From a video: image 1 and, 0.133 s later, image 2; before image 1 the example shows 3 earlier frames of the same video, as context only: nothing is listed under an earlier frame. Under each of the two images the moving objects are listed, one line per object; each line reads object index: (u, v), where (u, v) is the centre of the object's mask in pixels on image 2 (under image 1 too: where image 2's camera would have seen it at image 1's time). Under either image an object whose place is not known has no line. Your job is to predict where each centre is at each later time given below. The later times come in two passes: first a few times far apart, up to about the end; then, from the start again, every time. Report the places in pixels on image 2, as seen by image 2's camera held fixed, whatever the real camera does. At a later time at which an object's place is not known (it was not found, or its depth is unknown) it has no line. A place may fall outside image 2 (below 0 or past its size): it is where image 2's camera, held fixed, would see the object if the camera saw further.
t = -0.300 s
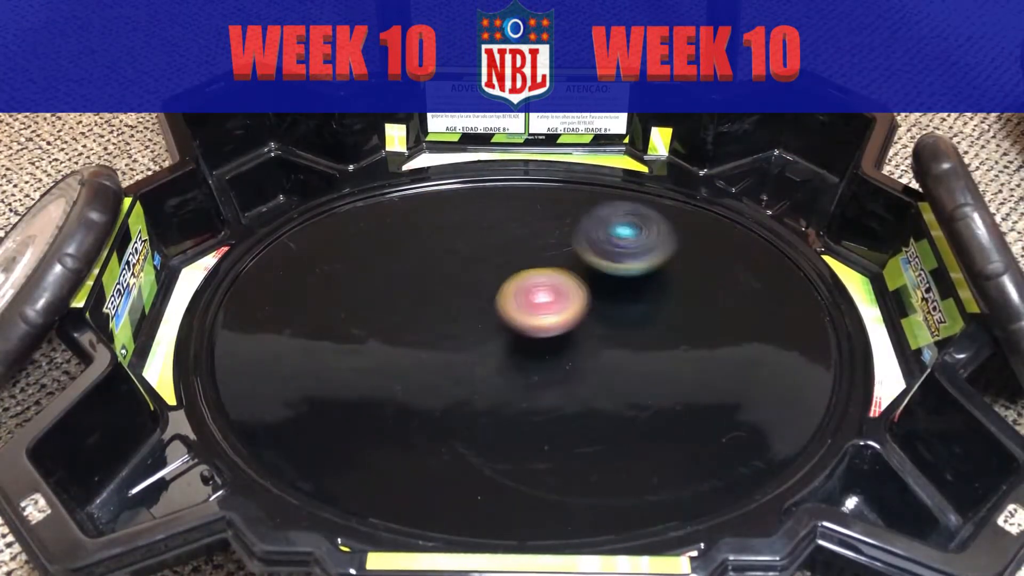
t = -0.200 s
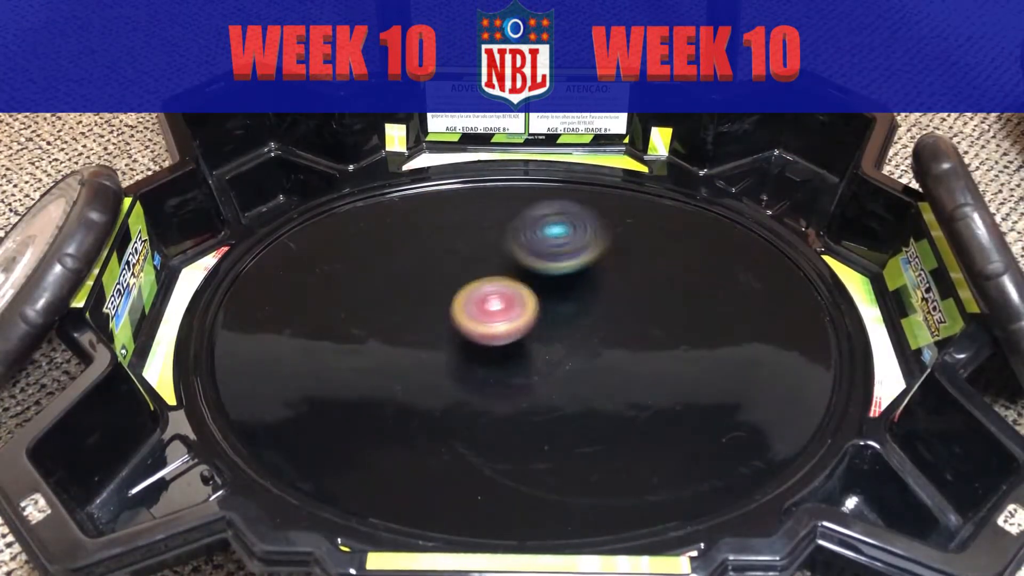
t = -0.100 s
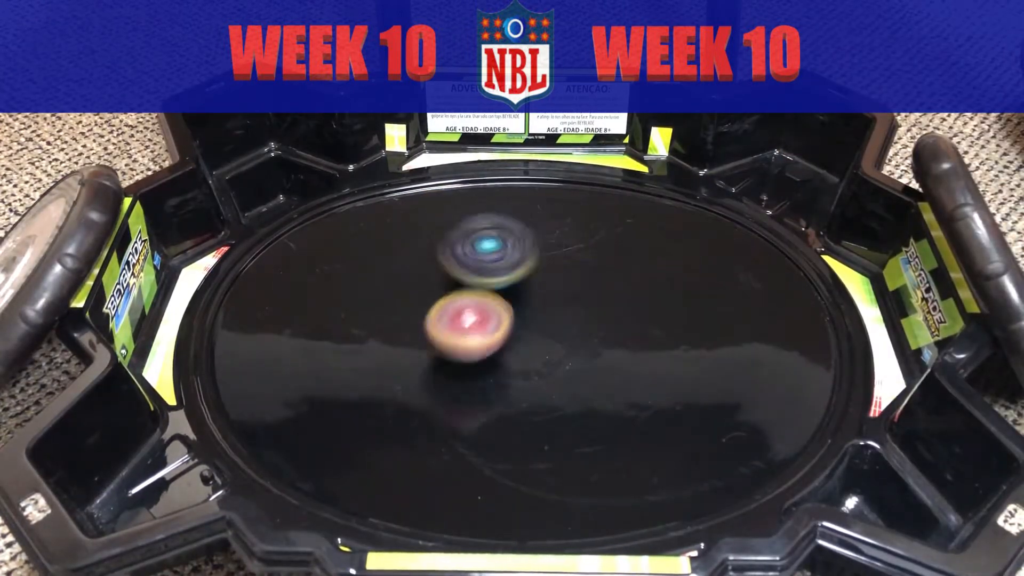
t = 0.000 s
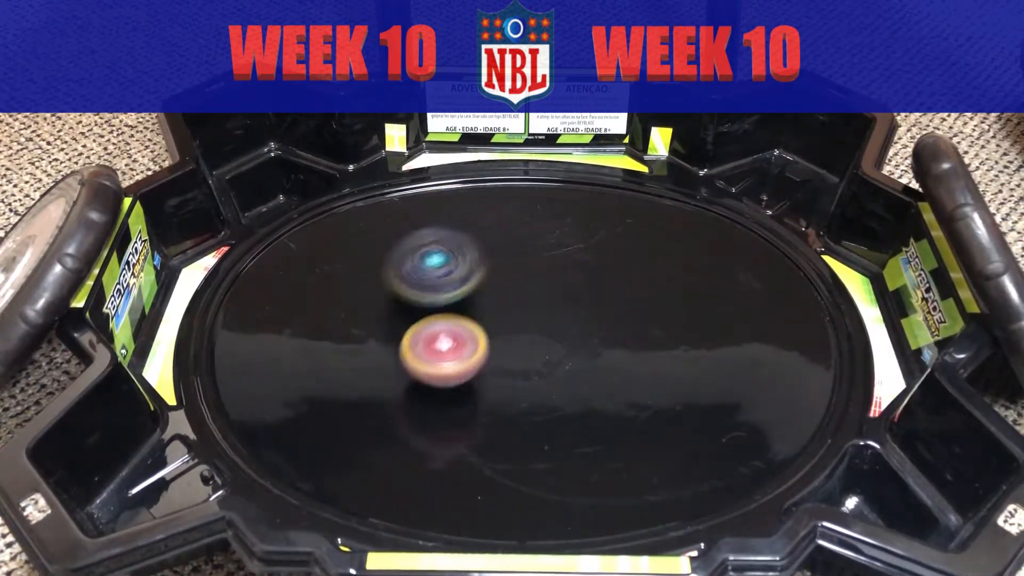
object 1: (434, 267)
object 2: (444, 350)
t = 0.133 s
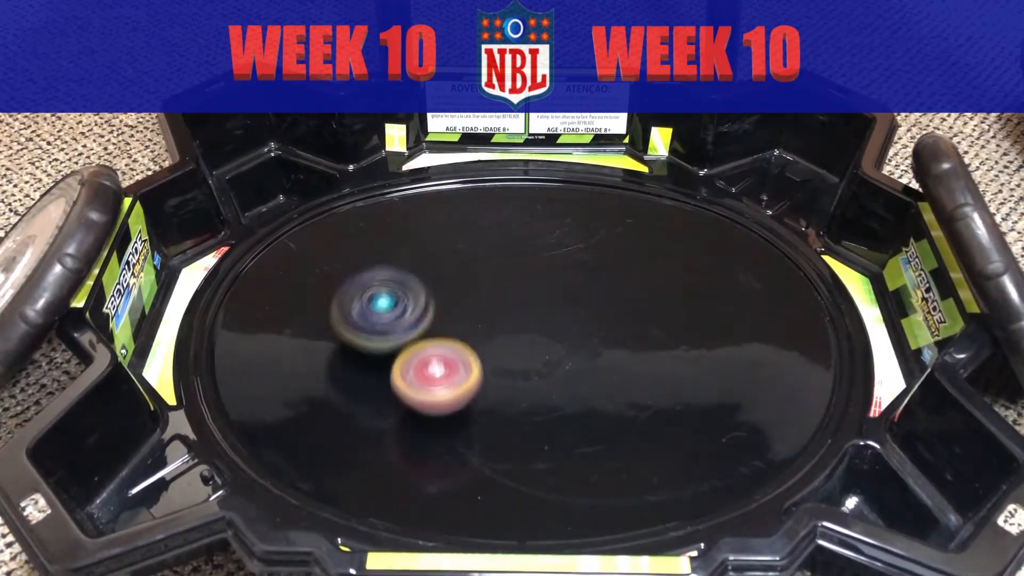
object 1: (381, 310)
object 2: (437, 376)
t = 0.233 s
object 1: (376, 343)
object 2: (452, 402)
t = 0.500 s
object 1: (491, 344)
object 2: (558, 434)
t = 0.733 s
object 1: (513, 261)
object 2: (615, 391)
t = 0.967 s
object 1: (433, 234)
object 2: (606, 336)
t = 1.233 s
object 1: (419, 334)
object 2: (532, 292)
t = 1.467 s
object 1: (569, 369)
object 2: (468, 283)
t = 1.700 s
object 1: (684, 319)
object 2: (430, 293)
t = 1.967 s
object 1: (642, 239)
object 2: (429, 319)
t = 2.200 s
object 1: (510, 275)
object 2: (469, 340)
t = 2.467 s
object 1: (508, 334)
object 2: (475, 413)
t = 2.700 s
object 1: (596, 344)
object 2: (530, 430)
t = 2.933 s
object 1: (610, 285)
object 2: (576, 409)
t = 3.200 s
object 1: (499, 303)
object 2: (571, 352)
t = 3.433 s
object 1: (452, 364)
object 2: (555, 321)
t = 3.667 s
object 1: (536, 389)
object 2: (530, 293)
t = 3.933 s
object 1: (575, 310)
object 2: (493, 274)
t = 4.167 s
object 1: (521, 290)
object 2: (441, 252)
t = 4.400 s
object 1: (531, 335)
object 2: (406, 257)
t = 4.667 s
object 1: (605, 342)
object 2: (411, 292)
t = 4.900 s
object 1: (570, 302)
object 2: (461, 333)
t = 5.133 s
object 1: (561, 289)
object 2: (446, 374)
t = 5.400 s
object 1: (546, 315)
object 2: (489, 406)
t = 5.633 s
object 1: (594, 342)
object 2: (526, 406)
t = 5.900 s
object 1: (591, 299)
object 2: (552, 374)
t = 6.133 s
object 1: (523, 279)
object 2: (536, 351)
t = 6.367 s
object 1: (453, 271)
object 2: (514, 350)
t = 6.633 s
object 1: (421, 310)
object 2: (518, 357)
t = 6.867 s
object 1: (470, 328)
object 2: (555, 367)
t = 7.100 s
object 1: (505, 294)
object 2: (590, 371)
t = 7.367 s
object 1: (509, 290)
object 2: (606, 360)
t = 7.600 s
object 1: (516, 288)
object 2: (630, 382)
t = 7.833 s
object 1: (476, 281)
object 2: (643, 396)
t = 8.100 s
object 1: (488, 330)
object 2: (612, 377)
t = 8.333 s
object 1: (497, 349)
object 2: (609, 347)
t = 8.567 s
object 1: (511, 344)
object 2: (606, 311)
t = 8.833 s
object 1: (490, 319)
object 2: (598, 284)
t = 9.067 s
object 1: (466, 320)
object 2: (580, 285)
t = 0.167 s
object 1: (377, 322)
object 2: (439, 384)
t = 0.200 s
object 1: (376, 334)
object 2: (443, 392)
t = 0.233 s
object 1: (376, 343)
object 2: (452, 402)
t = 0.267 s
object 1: (381, 352)
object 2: (462, 411)
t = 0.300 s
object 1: (391, 361)
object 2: (472, 417)
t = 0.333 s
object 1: (405, 368)
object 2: (484, 421)
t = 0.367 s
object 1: (421, 370)
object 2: (500, 427)
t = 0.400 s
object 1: (440, 368)
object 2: (516, 432)
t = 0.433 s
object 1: (459, 363)
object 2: (531, 435)
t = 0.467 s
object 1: (476, 354)
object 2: (545, 435)
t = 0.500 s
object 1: (491, 344)
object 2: (558, 434)
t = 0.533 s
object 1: (502, 332)
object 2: (570, 430)
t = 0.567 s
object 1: (511, 319)
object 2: (581, 425)
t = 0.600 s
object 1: (516, 306)
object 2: (591, 419)
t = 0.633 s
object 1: (519, 293)
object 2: (599, 412)
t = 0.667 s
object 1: (519, 281)
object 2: (605, 405)
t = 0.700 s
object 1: (517, 270)
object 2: (611, 398)
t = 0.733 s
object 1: (513, 261)
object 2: (615, 391)
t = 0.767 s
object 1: (506, 253)
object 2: (618, 383)
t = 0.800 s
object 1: (498, 246)
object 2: (619, 375)
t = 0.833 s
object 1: (488, 240)
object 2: (618, 368)
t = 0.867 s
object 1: (475, 235)
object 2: (617, 360)
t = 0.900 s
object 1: (462, 233)
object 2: (615, 352)
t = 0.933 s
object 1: (448, 232)
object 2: (611, 343)
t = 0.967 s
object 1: (433, 234)
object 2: (606, 336)
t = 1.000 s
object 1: (419, 240)
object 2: (599, 328)
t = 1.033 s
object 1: (406, 248)
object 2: (592, 321)
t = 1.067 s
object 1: (395, 260)
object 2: (583, 314)
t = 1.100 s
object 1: (390, 274)
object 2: (573, 309)
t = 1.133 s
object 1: (390, 290)
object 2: (563, 304)
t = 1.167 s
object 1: (395, 306)
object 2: (553, 299)
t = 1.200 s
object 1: (405, 321)
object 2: (542, 295)
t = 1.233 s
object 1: (419, 334)
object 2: (532, 292)
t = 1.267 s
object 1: (438, 346)
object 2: (522, 289)
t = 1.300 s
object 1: (457, 355)
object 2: (512, 287)
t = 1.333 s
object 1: (478, 362)
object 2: (502, 285)
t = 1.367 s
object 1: (501, 367)
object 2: (493, 284)
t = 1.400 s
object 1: (524, 369)
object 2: (484, 283)
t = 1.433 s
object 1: (545, 370)
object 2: (476, 283)
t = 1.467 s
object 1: (569, 369)
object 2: (468, 283)
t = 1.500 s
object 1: (591, 366)
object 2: (461, 283)
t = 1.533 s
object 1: (610, 362)
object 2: (454, 284)
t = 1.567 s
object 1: (630, 356)
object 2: (448, 286)
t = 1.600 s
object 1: (646, 349)
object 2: (443, 287)
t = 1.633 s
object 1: (661, 340)
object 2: (437, 289)
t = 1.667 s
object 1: (674, 330)
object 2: (433, 291)
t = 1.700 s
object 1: (684, 319)
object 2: (430, 293)
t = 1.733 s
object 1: (692, 307)
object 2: (427, 296)
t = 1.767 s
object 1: (696, 296)
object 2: (425, 299)
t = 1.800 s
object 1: (697, 283)
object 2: (424, 302)
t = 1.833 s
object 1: (694, 271)
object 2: (423, 305)
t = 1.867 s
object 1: (686, 260)
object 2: (424, 309)
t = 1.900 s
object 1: (675, 251)
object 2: (424, 312)
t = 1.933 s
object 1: (660, 243)
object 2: (426, 316)
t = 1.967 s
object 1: (642, 239)
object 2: (429, 319)
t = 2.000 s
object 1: (623, 237)
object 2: (433, 323)
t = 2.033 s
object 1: (602, 239)
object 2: (437, 326)
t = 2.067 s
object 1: (581, 242)
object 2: (443, 329)
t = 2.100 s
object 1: (561, 248)
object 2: (449, 333)
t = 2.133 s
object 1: (543, 256)
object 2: (456, 335)
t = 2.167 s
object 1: (524, 266)
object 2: (463, 338)
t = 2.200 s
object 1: (510, 275)
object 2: (469, 340)
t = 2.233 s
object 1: (505, 279)
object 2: (461, 354)
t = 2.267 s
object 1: (502, 284)
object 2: (454, 367)
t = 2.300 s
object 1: (498, 292)
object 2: (452, 377)
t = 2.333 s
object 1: (493, 302)
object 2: (454, 384)
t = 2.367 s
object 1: (491, 313)
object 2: (460, 390)
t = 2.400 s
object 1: (493, 323)
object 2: (466, 397)
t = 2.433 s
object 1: (499, 330)
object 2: (471, 404)
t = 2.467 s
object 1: (508, 334)
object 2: (475, 413)
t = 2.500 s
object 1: (519, 337)
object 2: (481, 419)
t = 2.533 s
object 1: (531, 341)
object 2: (489, 422)
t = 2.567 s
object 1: (542, 345)
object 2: (497, 425)
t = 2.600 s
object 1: (553, 348)
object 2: (506, 427)
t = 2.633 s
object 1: (568, 349)
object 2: (514, 429)
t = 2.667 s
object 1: (583, 347)
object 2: (523, 430)
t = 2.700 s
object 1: (596, 344)
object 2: (530, 430)
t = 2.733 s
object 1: (608, 338)
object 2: (538, 429)
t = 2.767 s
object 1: (618, 330)
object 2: (546, 427)
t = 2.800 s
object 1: (626, 321)
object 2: (554, 425)
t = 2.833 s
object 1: (628, 311)
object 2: (560, 422)
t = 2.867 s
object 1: (627, 302)
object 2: (566, 418)
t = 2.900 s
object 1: (620, 293)
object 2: (572, 414)
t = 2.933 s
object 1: (610, 285)
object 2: (576, 409)
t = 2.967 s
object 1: (598, 281)
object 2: (579, 403)
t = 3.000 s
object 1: (583, 278)
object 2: (582, 397)
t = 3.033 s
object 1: (567, 278)
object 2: (583, 390)
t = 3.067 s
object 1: (552, 280)
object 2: (582, 383)
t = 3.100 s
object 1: (537, 284)
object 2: (580, 375)
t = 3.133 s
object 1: (523, 289)
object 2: (578, 367)
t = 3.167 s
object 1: (511, 296)
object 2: (575, 359)
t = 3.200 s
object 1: (499, 303)
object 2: (571, 352)
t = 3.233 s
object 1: (485, 309)
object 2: (571, 348)
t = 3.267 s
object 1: (472, 316)
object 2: (570, 343)
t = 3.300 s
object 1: (462, 324)
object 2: (568, 337)
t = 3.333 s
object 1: (455, 333)
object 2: (565, 333)
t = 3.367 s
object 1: (451, 343)
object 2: (561, 328)
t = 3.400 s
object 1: (449, 353)
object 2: (557, 325)
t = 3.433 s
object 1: (452, 364)
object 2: (555, 321)
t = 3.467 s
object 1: (457, 374)
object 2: (552, 317)
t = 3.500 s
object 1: (466, 382)
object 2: (550, 312)
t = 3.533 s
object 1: (477, 389)
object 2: (547, 308)
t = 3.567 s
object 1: (491, 392)
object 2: (544, 304)
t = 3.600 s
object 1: (505, 394)
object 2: (540, 300)
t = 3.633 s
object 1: (521, 393)
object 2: (535, 296)
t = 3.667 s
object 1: (536, 389)
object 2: (530, 293)
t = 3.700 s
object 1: (550, 383)
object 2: (525, 289)
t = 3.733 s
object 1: (562, 376)
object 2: (520, 286)
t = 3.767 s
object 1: (571, 366)
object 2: (515, 283)
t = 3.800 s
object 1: (578, 355)
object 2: (511, 281)
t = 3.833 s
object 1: (581, 344)
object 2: (506, 279)
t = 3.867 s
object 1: (582, 332)
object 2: (502, 277)
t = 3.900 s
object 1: (580, 321)
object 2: (498, 275)
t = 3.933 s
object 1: (575, 310)
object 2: (493, 274)
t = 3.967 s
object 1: (568, 302)
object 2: (486, 271)
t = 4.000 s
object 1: (563, 298)
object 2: (477, 265)
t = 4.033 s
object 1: (556, 293)
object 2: (470, 262)
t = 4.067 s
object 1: (547, 288)
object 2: (464, 260)
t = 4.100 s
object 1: (539, 287)
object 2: (456, 256)
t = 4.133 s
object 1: (529, 287)
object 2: (449, 255)
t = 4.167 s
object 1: (521, 290)
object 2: (441, 252)
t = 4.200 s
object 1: (516, 296)
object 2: (434, 251)
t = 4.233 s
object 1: (513, 302)
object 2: (427, 250)
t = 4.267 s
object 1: (511, 309)
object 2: (422, 250)
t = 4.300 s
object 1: (514, 316)
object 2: (417, 251)
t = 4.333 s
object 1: (519, 323)
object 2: (412, 252)
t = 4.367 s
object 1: (525, 329)
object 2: (409, 254)
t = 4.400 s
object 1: (531, 335)
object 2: (406, 257)
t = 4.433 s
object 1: (538, 341)
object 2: (403, 259)
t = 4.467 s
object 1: (545, 347)
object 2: (402, 263)
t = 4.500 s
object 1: (554, 351)
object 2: (401, 267)
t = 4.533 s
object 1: (564, 353)
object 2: (401, 271)
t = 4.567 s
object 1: (576, 353)
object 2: (402, 276)
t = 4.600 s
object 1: (586, 351)
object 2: (404, 281)
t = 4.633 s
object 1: (597, 347)
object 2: (407, 287)
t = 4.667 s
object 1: (605, 342)
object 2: (411, 292)
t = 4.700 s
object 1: (609, 335)
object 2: (416, 298)
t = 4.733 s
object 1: (611, 328)
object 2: (422, 304)
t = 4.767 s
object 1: (608, 320)
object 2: (428, 310)
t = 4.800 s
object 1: (602, 313)
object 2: (436, 316)
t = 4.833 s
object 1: (593, 308)
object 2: (444, 322)
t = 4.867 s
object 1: (582, 304)
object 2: (452, 328)
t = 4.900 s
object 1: (570, 302)
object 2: (461, 333)
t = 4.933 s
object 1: (557, 301)
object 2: (470, 338)
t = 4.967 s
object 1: (555, 299)
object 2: (463, 344)
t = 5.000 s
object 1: (558, 296)
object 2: (451, 351)
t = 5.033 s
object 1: (561, 294)
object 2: (443, 357)
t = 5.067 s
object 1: (562, 291)
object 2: (441, 362)
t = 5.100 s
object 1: (562, 290)
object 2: (442, 367)
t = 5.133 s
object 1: (561, 289)
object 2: (446, 374)
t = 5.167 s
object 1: (559, 288)
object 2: (450, 380)
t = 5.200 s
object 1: (557, 289)
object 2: (455, 386)
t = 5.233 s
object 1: (554, 291)
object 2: (459, 390)
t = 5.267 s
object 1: (551, 293)
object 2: (465, 395)
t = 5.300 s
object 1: (547, 298)
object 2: (470, 399)
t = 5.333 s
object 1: (545, 303)
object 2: (476, 402)
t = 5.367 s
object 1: (544, 309)
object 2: (483, 404)
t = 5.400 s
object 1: (546, 315)
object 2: (489, 406)
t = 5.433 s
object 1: (550, 322)
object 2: (496, 407)
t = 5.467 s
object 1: (555, 329)
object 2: (503, 408)
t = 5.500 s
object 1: (560, 337)
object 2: (509, 408)
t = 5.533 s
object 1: (566, 342)
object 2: (515, 407)
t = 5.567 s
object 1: (576, 344)
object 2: (518, 408)
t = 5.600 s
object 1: (585, 344)
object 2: (521, 407)
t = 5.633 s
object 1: (594, 342)
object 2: (526, 406)
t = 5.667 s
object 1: (603, 338)
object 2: (530, 403)
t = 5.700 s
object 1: (610, 332)
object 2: (535, 401)
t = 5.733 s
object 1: (613, 326)
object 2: (539, 397)
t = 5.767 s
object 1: (615, 320)
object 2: (542, 394)
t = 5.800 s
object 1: (614, 313)
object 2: (545, 389)
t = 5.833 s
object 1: (609, 307)
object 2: (548, 385)
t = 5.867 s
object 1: (601, 303)
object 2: (550, 380)
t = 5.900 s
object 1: (591, 299)
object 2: (552, 374)
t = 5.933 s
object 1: (581, 297)
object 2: (553, 368)
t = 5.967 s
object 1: (571, 294)
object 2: (551, 365)
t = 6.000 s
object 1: (563, 289)
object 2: (546, 365)
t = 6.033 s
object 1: (555, 285)
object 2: (542, 362)
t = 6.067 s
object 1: (545, 282)
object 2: (540, 357)
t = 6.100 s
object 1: (534, 280)
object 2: (539, 353)
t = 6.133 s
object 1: (523, 279)
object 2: (536, 351)
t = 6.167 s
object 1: (511, 277)
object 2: (533, 349)
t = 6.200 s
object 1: (501, 277)
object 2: (530, 346)
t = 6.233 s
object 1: (491, 275)
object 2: (527, 348)
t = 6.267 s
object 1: (482, 271)
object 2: (523, 351)
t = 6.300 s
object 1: (472, 269)
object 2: (519, 352)
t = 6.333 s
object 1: (462, 270)
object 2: (516, 351)
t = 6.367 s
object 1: (453, 271)
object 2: (514, 350)
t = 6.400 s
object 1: (444, 274)
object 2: (511, 348)
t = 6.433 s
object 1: (437, 280)
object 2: (509, 347)
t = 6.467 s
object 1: (432, 286)
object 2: (506, 345)
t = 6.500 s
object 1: (430, 295)
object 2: (504, 343)
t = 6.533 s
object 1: (427, 299)
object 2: (507, 347)
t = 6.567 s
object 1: (422, 301)
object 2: (512, 353)
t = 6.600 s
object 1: (420, 305)
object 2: (515, 356)
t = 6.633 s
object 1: (421, 310)
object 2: (518, 357)
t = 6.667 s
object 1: (424, 315)
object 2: (522, 358)
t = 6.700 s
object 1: (430, 321)
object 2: (525, 359)
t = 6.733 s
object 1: (438, 326)
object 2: (528, 360)
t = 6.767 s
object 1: (447, 330)
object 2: (534, 361)
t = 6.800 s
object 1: (454, 331)
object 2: (541, 364)
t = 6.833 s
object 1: (463, 330)
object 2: (547, 365)
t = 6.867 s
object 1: (470, 328)
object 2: (555, 367)
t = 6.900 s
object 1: (477, 325)
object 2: (561, 369)
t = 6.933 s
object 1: (484, 320)
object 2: (566, 370)
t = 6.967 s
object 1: (490, 314)
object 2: (572, 370)
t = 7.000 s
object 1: (496, 308)
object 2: (577, 371)
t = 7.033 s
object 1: (501, 302)
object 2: (581, 371)
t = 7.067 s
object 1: (503, 298)
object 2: (586, 371)
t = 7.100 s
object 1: (505, 294)
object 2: (590, 371)
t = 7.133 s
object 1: (507, 290)
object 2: (594, 370)
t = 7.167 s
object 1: (508, 287)
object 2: (597, 370)
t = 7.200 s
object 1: (508, 285)
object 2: (600, 369)
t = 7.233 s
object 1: (508, 284)
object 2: (602, 368)
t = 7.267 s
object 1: (508, 284)
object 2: (603, 366)
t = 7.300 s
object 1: (508, 285)
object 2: (604, 365)
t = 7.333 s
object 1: (508, 287)
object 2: (605, 362)
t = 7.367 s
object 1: (509, 290)
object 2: (606, 360)
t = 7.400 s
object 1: (510, 294)
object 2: (606, 358)
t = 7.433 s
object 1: (513, 298)
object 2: (605, 355)
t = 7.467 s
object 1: (517, 302)
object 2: (604, 352)
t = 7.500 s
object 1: (521, 306)
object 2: (602, 349)
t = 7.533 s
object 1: (523, 304)
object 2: (608, 355)
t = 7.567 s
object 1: (520, 294)
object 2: (620, 370)
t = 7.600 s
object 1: (516, 288)
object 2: (630, 382)
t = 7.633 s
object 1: (510, 283)
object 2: (635, 390)
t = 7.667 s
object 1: (505, 279)
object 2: (637, 393)
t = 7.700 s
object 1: (498, 277)
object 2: (640, 394)
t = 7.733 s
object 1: (492, 275)
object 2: (642, 395)
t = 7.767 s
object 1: (486, 276)
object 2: (643, 396)
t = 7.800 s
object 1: (480, 277)
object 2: (644, 396)
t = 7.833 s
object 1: (476, 281)
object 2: (643, 396)
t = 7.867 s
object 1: (472, 285)
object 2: (642, 396)
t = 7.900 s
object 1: (469, 290)
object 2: (640, 395)
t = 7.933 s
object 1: (468, 297)
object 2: (636, 393)
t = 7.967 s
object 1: (469, 304)
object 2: (632, 391)
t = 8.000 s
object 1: (472, 312)
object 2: (628, 388)
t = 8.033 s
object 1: (476, 319)
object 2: (624, 385)
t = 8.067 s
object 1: (482, 325)
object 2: (618, 381)
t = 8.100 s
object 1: (488, 330)
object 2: (612, 377)
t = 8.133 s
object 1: (495, 334)
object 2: (606, 372)
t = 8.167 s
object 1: (503, 339)
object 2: (601, 367)
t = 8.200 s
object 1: (506, 342)
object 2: (599, 362)
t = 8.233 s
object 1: (503, 343)
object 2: (606, 361)
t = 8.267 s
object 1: (499, 345)
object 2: (609, 357)
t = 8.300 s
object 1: (497, 347)
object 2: (610, 352)
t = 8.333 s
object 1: (497, 349)
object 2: (609, 347)
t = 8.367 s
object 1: (499, 352)
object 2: (609, 342)
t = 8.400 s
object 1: (502, 353)
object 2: (609, 336)
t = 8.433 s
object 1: (506, 353)
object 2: (609, 331)
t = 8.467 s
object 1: (508, 352)
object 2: (608, 326)
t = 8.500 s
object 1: (511, 350)
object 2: (608, 321)
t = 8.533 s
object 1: (512, 347)
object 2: (607, 315)
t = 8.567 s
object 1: (511, 344)
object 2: (606, 311)
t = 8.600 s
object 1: (508, 341)
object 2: (605, 307)
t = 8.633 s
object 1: (506, 337)
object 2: (605, 303)
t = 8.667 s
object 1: (503, 334)
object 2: (604, 299)
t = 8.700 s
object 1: (501, 331)
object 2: (603, 296)
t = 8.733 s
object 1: (499, 328)
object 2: (602, 292)
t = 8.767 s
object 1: (496, 325)
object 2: (601, 289)
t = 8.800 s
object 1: (493, 322)
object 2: (599, 286)
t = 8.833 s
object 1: (490, 319)
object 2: (598, 284)
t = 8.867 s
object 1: (488, 316)
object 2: (596, 283)
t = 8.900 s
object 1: (484, 313)
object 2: (594, 282)
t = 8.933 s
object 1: (480, 312)
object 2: (592, 282)
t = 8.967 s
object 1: (475, 313)
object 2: (589, 282)
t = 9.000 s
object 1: (470, 314)
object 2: (586, 282)
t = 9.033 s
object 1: (467, 317)
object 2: (583, 283)
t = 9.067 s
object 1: (466, 320)
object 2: (580, 285)
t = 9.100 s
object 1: (466, 323)
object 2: (576, 286)
